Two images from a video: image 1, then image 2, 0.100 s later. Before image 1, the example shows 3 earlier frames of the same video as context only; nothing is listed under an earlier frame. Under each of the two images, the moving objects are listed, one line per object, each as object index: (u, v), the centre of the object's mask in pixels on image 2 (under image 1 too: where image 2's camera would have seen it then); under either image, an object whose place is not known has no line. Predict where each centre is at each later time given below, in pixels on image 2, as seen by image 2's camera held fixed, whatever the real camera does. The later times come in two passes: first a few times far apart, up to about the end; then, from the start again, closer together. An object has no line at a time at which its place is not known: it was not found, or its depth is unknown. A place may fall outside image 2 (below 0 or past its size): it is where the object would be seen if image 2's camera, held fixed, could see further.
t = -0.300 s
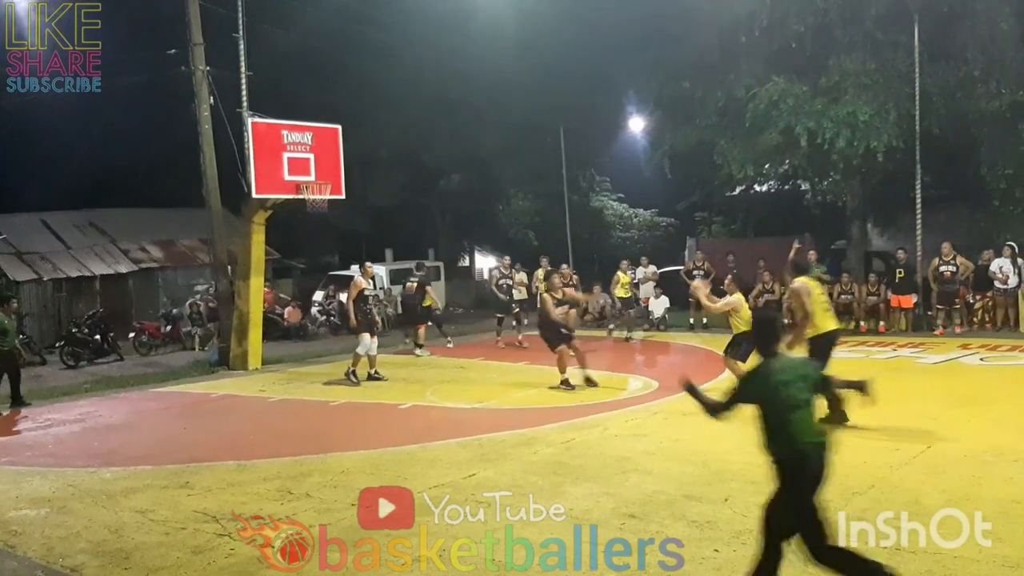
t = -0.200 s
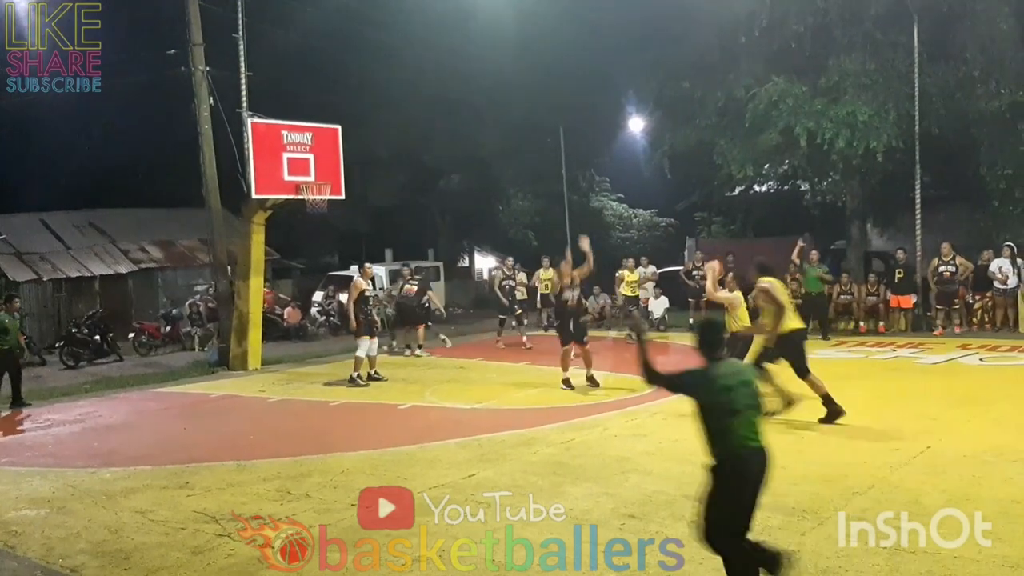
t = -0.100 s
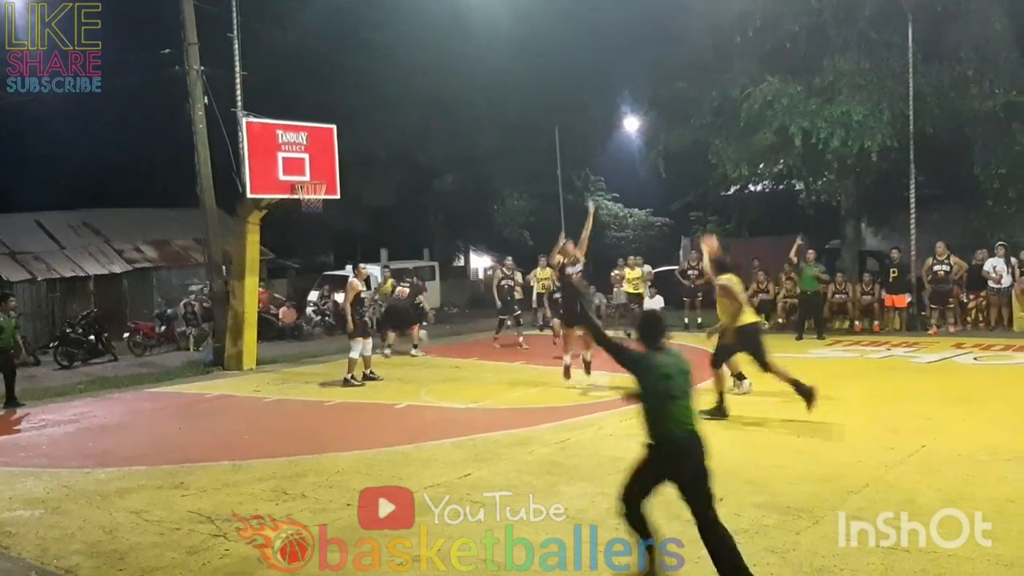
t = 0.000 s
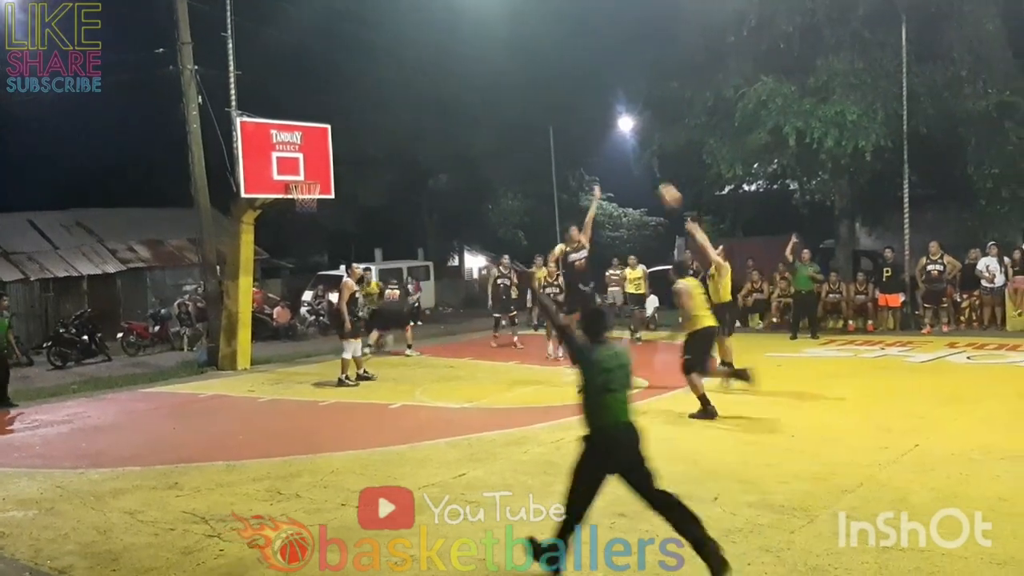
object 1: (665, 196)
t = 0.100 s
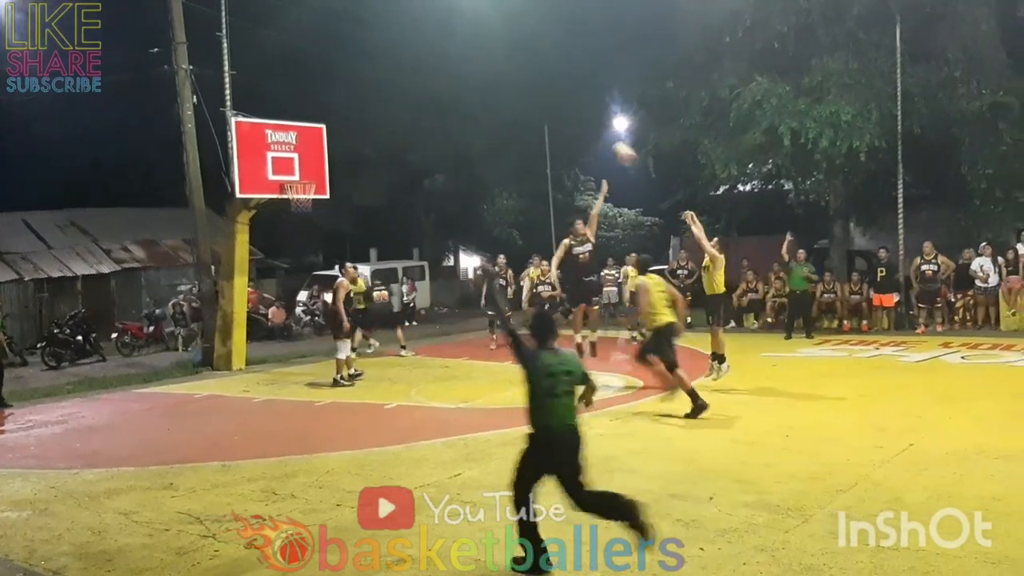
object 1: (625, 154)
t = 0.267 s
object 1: (561, 103)
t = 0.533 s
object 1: (474, 69)
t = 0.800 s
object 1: (402, 85)
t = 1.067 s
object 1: (339, 144)
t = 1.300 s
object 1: (333, 169)
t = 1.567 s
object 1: (360, 182)
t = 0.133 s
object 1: (611, 141)
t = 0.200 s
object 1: (586, 120)
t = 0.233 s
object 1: (574, 111)
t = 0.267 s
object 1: (561, 103)
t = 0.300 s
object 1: (549, 96)
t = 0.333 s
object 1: (538, 89)
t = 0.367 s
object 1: (527, 84)
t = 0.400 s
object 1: (516, 79)
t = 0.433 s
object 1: (505, 75)
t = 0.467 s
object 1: (495, 73)
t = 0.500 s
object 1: (484, 71)
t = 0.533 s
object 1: (474, 69)
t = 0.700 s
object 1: (428, 74)
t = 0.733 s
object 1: (419, 77)
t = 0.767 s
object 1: (410, 81)
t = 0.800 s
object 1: (402, 85)
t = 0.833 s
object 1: (394, 91)
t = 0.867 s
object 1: (386, 97)
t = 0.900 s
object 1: (378, 103)
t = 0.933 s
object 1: (370, 110)
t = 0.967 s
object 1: (362, 117)
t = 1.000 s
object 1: (355, 125)
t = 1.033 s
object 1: (348, 134)
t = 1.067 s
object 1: (339, 144)
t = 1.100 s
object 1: (334, 153)
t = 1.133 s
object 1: (328, 165)
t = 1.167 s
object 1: (320, 175)
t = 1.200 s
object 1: (322, 175)
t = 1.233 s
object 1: (326, 172)
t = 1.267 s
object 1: (329, 170)
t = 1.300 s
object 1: (333, 169)
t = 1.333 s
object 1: (337, 168)
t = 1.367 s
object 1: (339, 169)
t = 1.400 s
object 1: (344, 169)
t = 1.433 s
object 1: (347, 171)
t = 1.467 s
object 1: (351, 173)
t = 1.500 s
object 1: (354, 175)
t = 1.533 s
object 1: (357, 179)
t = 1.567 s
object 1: (360, 182)
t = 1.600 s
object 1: (364, 187)
